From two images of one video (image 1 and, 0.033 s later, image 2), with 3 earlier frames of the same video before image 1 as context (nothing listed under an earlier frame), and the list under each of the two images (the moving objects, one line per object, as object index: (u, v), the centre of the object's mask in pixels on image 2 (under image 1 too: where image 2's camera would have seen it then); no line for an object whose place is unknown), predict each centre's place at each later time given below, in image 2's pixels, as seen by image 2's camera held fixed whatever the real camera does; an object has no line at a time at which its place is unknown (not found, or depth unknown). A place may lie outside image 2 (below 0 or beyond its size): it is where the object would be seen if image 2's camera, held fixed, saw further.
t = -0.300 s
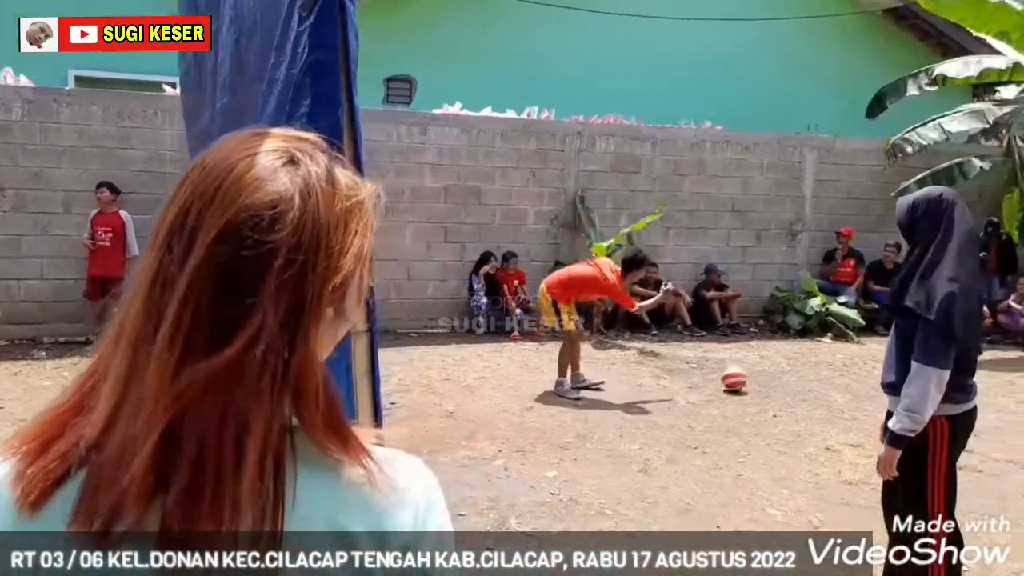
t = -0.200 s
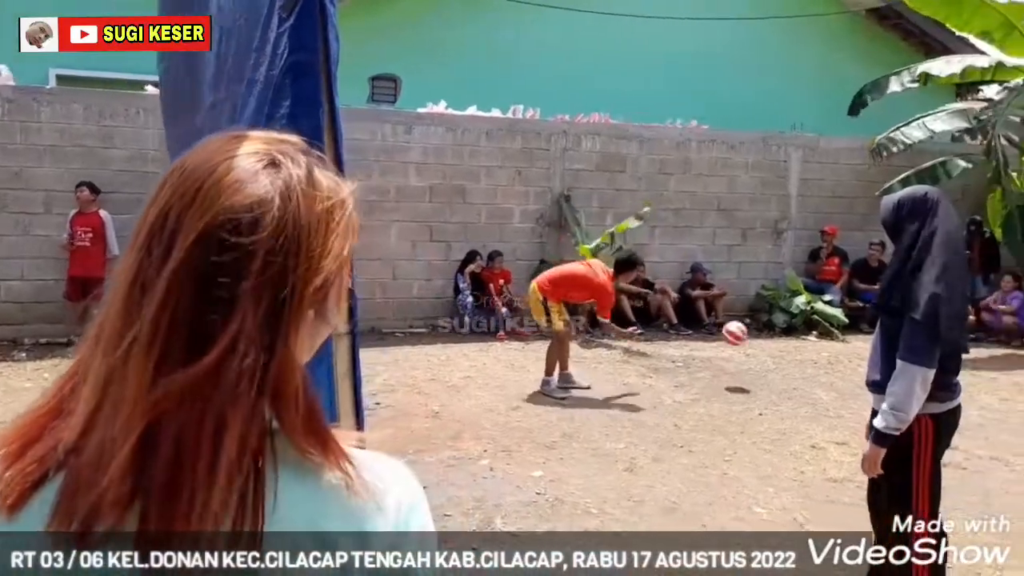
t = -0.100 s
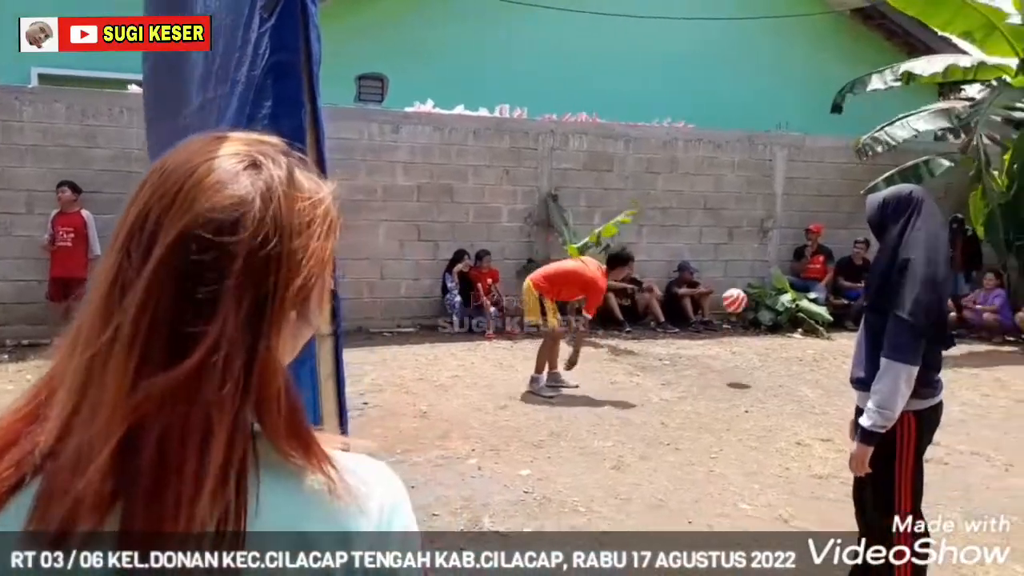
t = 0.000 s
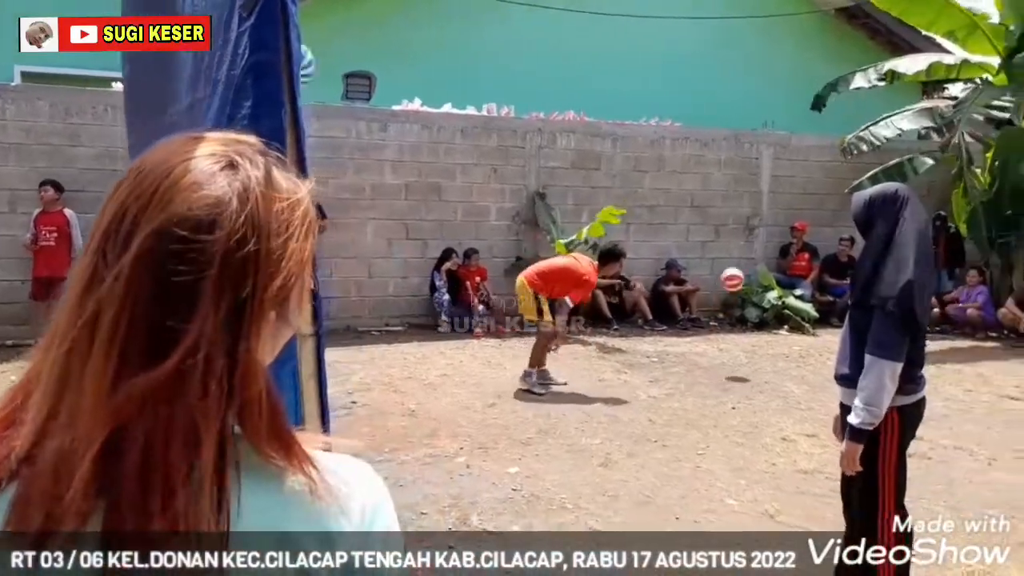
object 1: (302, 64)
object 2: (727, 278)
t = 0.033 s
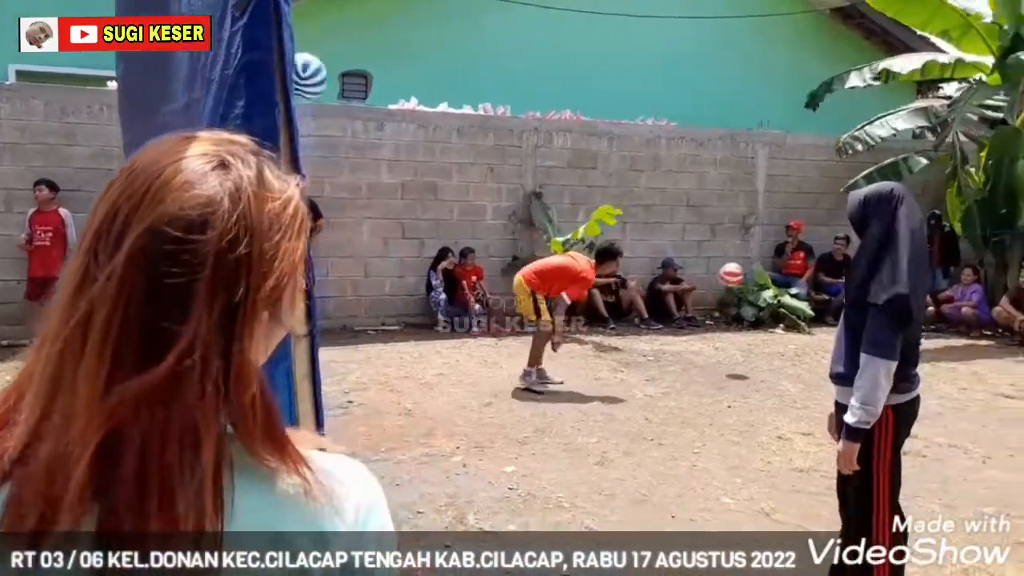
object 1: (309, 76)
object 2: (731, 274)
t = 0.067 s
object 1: (322, 91)
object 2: (736, 272)
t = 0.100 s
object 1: (339, 108)
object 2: (740, 270)
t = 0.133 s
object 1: (355, 127)
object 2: (744, 270)
